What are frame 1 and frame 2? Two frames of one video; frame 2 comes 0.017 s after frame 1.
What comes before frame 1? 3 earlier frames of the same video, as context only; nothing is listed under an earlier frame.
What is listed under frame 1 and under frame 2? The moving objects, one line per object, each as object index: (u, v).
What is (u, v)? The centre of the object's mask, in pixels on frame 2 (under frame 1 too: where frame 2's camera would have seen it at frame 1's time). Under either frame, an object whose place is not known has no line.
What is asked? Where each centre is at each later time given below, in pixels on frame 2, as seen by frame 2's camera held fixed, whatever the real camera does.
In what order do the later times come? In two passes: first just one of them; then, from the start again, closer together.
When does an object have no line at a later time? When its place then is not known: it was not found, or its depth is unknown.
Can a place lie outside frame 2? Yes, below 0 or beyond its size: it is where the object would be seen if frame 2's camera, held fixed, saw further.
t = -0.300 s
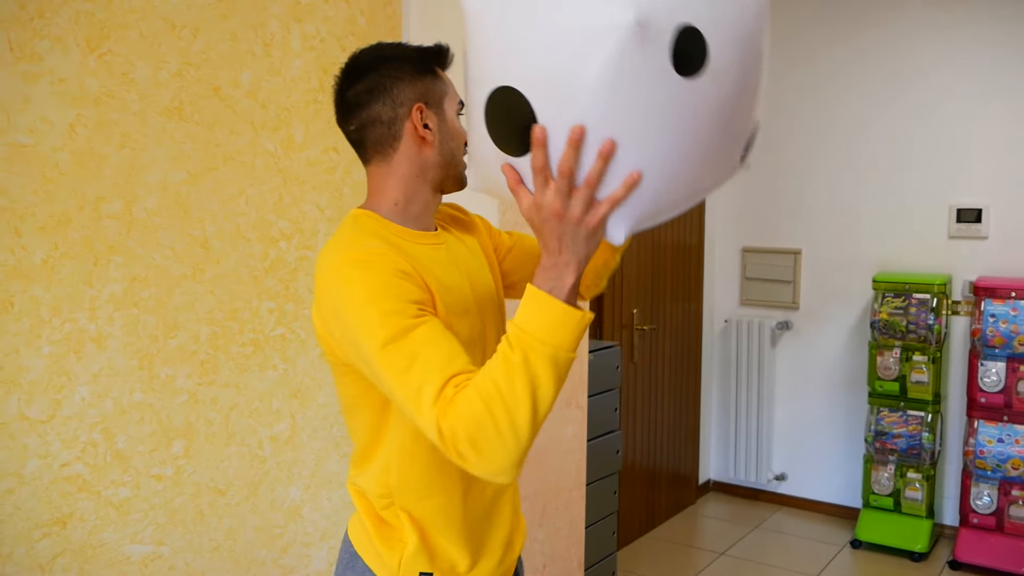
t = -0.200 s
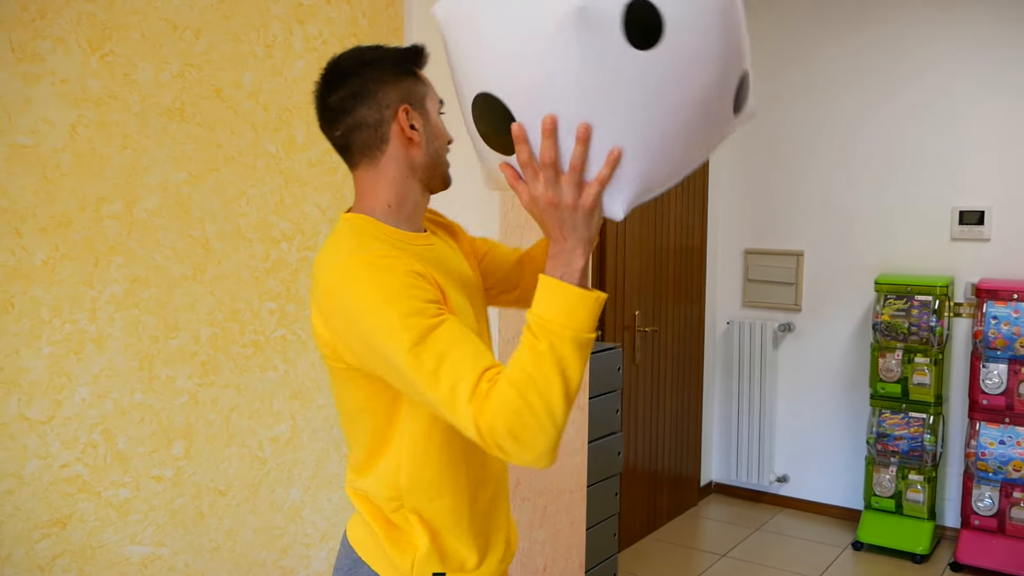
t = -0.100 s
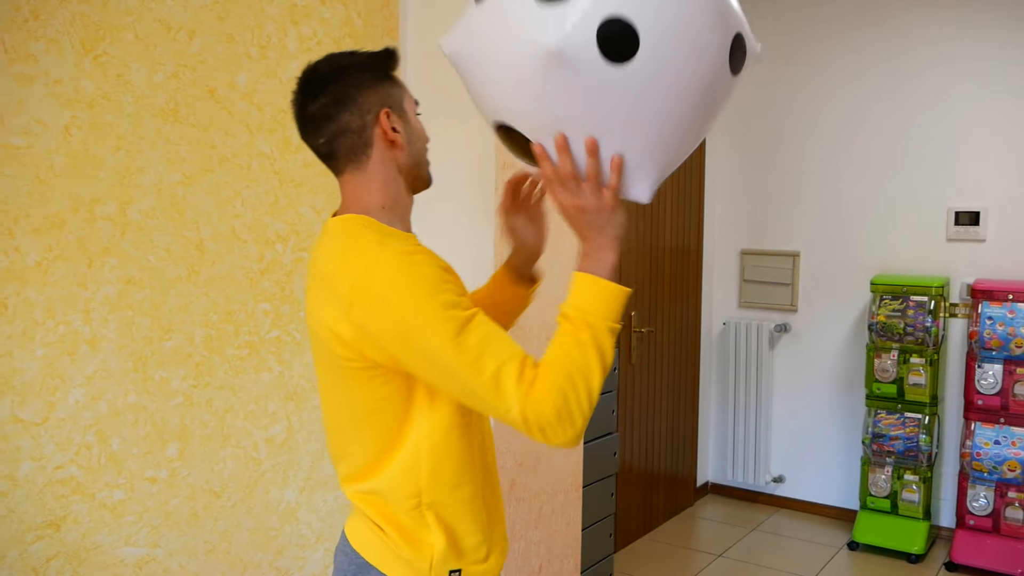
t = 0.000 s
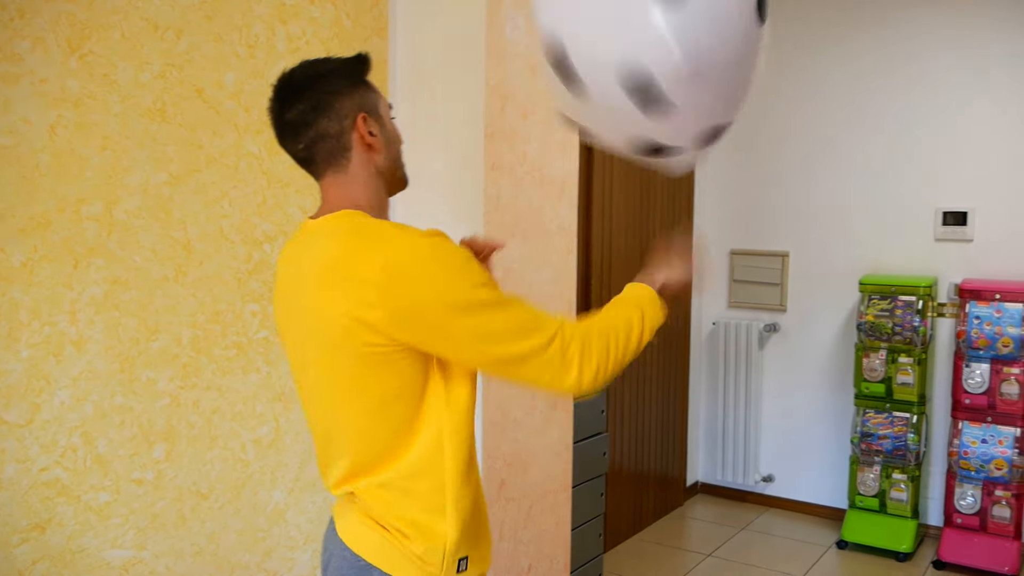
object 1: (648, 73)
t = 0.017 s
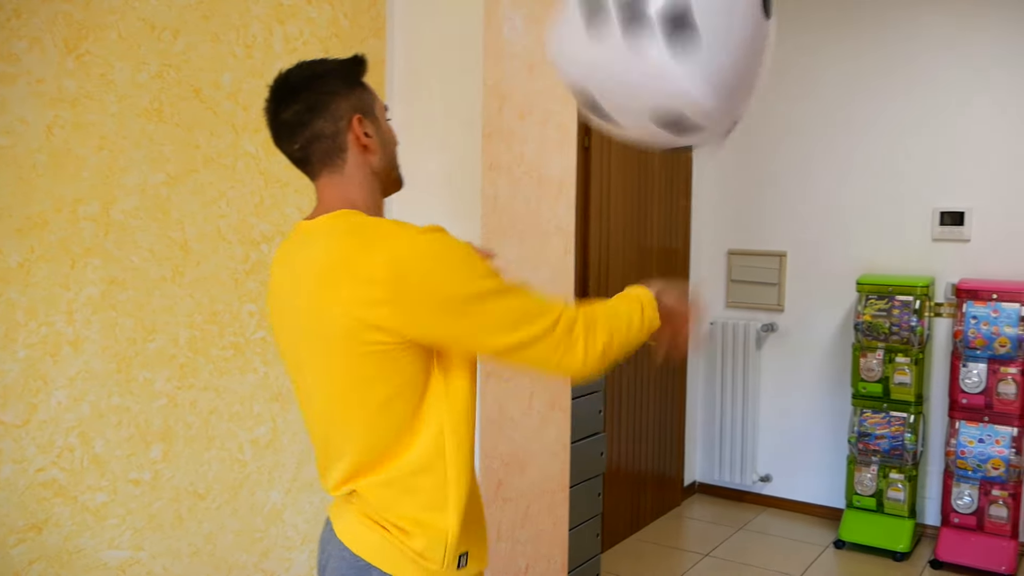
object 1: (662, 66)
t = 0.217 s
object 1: (787, 47)
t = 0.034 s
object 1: (675, 63)
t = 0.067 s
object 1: (703, 62)
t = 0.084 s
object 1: (716, 56)
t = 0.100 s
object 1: (725, 53)
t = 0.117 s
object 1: (735, 52)
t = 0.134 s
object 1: (746, 51)
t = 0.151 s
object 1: (755, 50)
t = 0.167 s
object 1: (762, 48)
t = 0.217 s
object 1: (787, 47)
